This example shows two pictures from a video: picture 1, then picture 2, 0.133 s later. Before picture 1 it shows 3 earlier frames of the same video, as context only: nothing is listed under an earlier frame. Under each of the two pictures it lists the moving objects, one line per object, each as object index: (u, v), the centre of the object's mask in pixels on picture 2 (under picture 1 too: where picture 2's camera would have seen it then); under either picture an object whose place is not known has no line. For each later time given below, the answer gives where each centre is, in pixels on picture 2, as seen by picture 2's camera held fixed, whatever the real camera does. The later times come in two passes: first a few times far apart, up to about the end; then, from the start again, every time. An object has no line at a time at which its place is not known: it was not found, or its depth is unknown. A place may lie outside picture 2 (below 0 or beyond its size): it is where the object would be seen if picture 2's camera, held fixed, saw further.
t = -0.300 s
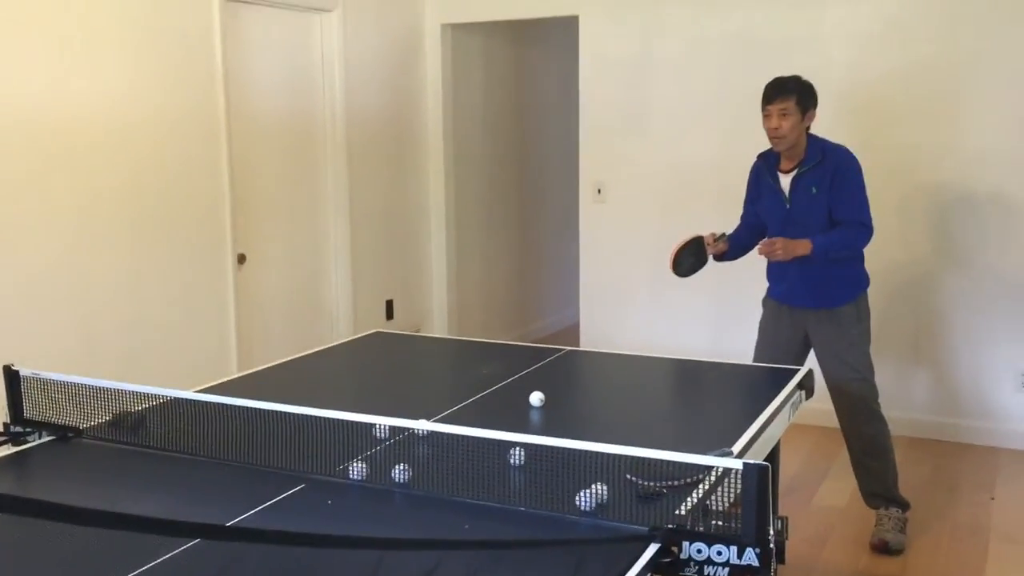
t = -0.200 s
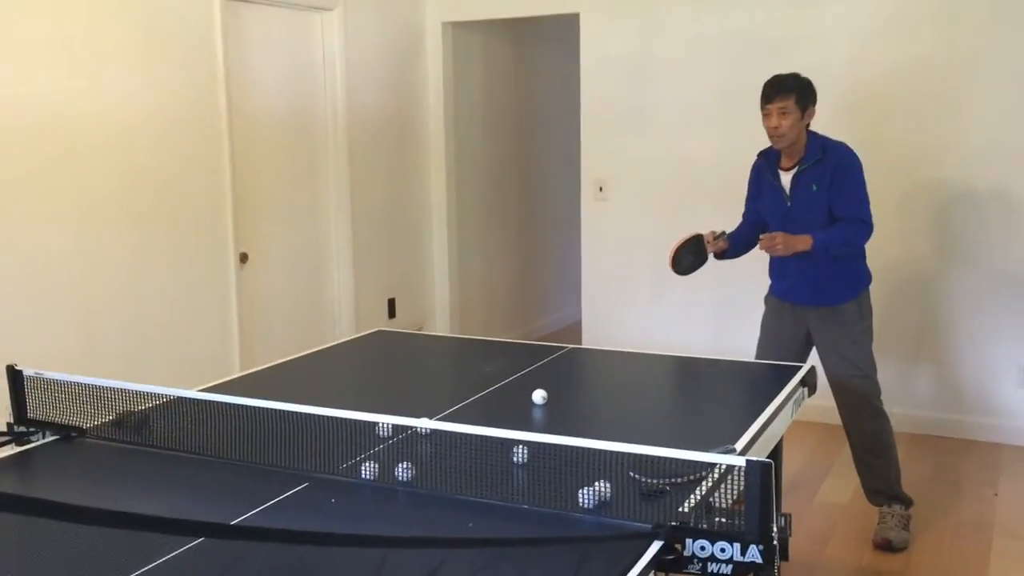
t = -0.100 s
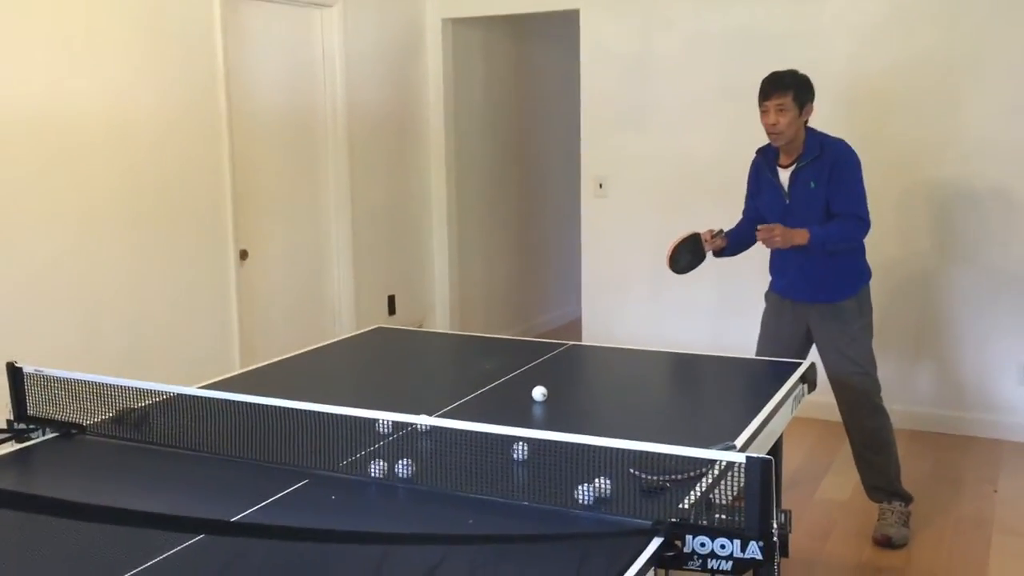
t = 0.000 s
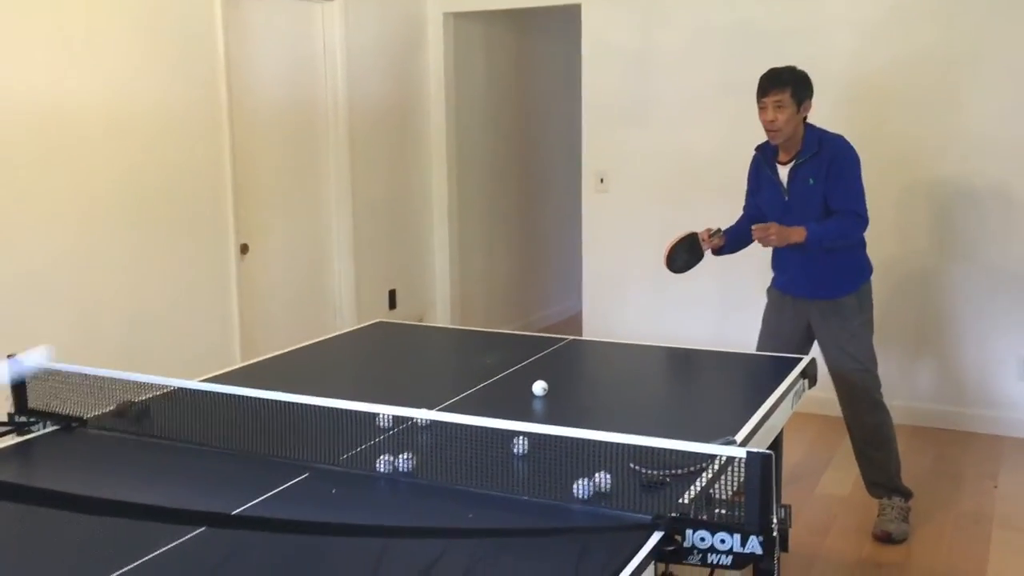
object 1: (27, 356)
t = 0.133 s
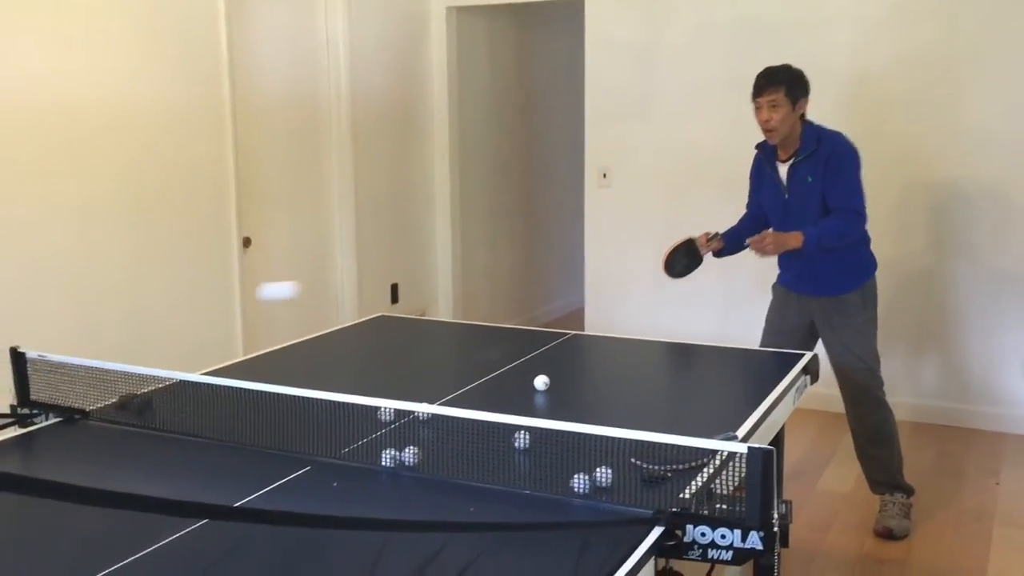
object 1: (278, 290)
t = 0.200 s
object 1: (360, 289)
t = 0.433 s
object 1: (522, 311)
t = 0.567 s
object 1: (566, 252)
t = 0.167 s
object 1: (321, 288)
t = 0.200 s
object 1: (360, 289)
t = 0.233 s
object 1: (392, 293)
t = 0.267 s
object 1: (419, 300)
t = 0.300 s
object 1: (446, 310)
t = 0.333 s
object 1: (471, 321)
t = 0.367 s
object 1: (491, 334)
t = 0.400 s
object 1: (509, 338)
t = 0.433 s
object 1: (522, 311)
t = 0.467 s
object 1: (534, 291)
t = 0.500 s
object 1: (546, 274)
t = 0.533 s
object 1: (556, 262)
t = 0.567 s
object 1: (566, 252)
